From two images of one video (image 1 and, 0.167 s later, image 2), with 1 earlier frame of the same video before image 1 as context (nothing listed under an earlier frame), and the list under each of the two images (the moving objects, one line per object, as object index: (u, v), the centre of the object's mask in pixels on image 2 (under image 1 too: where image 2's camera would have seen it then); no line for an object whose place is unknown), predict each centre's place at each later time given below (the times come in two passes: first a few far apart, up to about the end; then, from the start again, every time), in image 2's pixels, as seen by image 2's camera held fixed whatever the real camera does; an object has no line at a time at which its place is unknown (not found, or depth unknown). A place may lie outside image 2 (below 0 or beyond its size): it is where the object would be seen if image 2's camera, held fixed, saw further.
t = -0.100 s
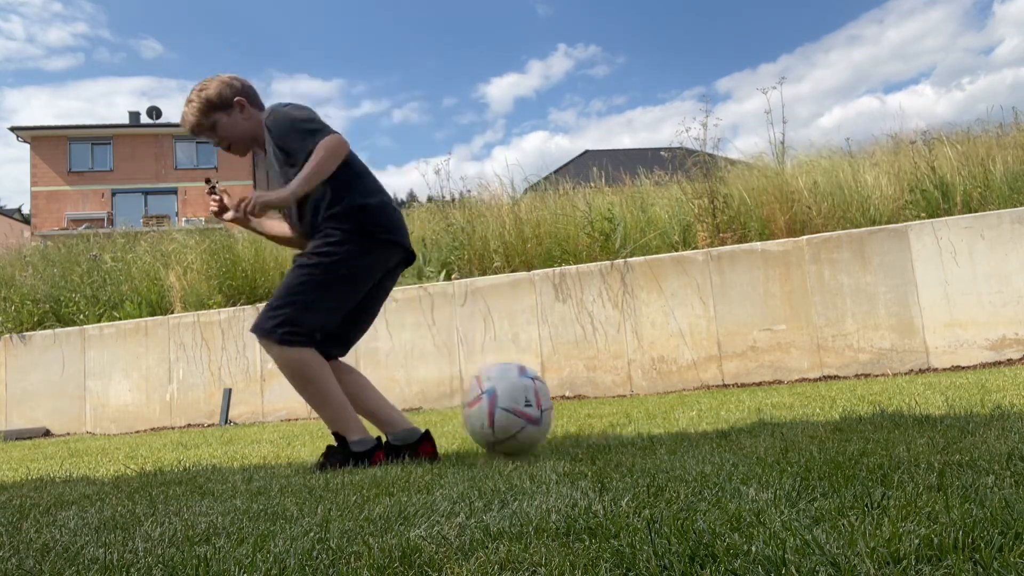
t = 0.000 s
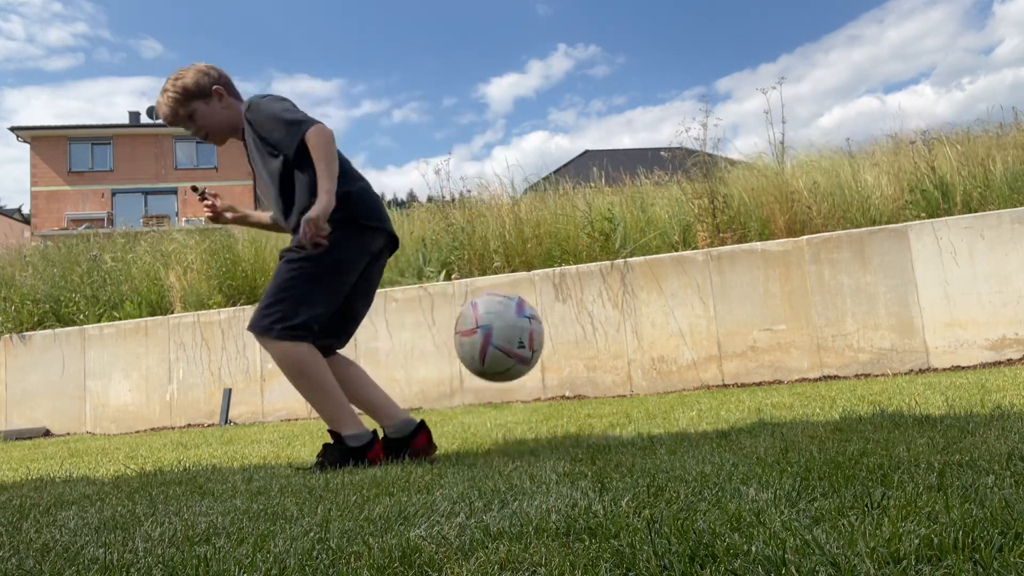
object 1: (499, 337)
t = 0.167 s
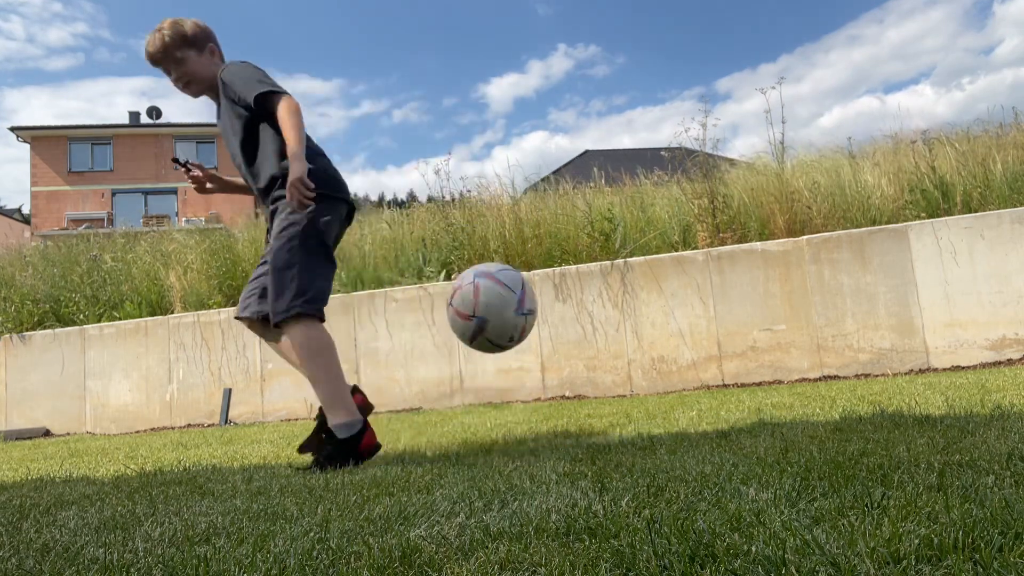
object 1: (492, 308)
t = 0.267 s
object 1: (492, 344)
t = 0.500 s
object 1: (495, 395)
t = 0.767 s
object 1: (502, 421)
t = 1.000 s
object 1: (506, 425)
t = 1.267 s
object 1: (506, 425)
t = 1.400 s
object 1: (506, 425)
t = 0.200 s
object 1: (492, 316)
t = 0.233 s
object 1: (492, 329)
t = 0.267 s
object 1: (492, 344)
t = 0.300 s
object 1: (492, 366)
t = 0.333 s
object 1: (493, 392)
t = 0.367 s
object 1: (495, 420)
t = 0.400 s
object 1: (495, 424)
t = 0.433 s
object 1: (495, 413)
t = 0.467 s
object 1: (495, 402)
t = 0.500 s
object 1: (495, 395)
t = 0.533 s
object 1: (496, 394)
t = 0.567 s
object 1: (496, 397)
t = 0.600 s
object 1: (498, 405)
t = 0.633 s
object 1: (499, 417)
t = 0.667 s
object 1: (501, 427)
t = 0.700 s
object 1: (501, 424)
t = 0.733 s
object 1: (502, 421)
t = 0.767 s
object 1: (502, 421)
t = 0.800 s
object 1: (503, 424)
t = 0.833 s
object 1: (505, 425)
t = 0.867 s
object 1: (505, 425)
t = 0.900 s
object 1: (505, 425)
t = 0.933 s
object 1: (506, 425)
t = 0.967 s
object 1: (506, 425)
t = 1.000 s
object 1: (506, 425)
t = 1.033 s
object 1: (506, 425)
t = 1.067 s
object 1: (506, 425)
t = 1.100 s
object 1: (506, 425)
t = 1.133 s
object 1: (506, 425)
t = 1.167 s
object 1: (506, 425)
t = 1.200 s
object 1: (506, 425)
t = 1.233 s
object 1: (506, 425)
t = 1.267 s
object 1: (506, 425)
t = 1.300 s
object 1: (506, 425)
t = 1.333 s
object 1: (506, 425)
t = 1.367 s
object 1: (506, 425)
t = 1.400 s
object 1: (506, 425)
